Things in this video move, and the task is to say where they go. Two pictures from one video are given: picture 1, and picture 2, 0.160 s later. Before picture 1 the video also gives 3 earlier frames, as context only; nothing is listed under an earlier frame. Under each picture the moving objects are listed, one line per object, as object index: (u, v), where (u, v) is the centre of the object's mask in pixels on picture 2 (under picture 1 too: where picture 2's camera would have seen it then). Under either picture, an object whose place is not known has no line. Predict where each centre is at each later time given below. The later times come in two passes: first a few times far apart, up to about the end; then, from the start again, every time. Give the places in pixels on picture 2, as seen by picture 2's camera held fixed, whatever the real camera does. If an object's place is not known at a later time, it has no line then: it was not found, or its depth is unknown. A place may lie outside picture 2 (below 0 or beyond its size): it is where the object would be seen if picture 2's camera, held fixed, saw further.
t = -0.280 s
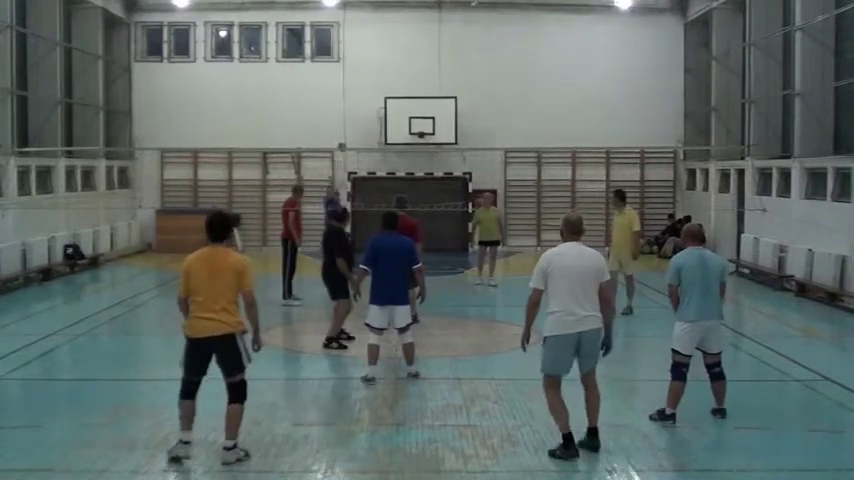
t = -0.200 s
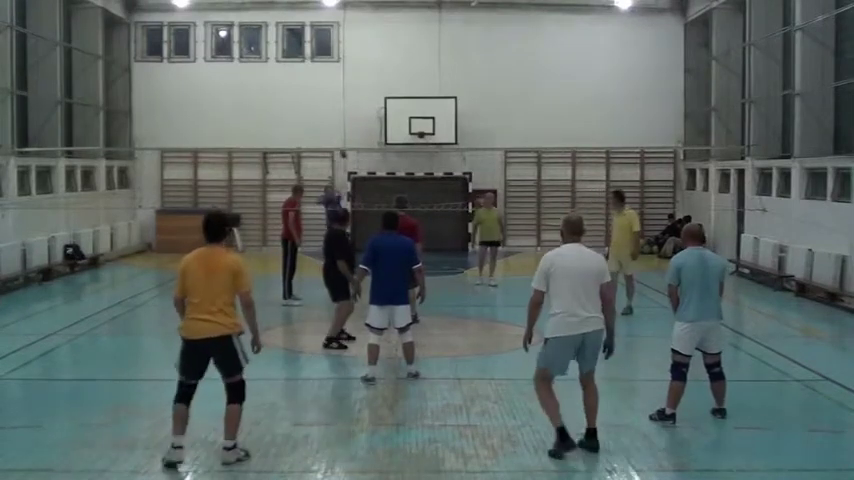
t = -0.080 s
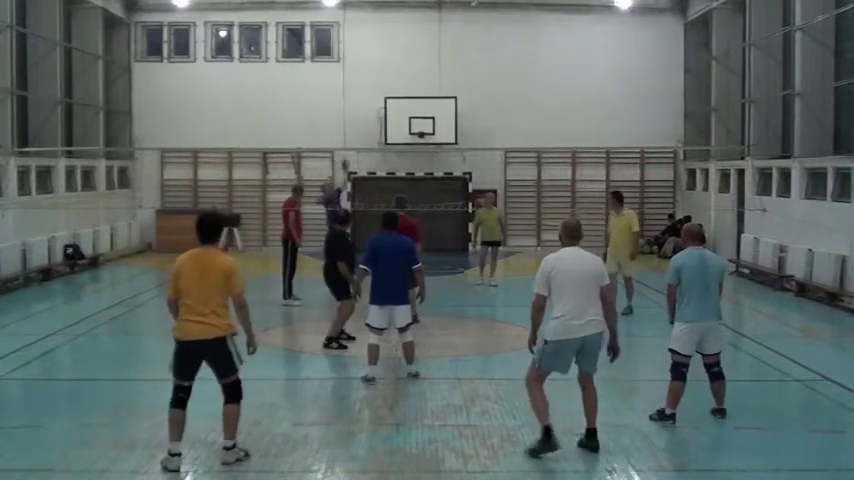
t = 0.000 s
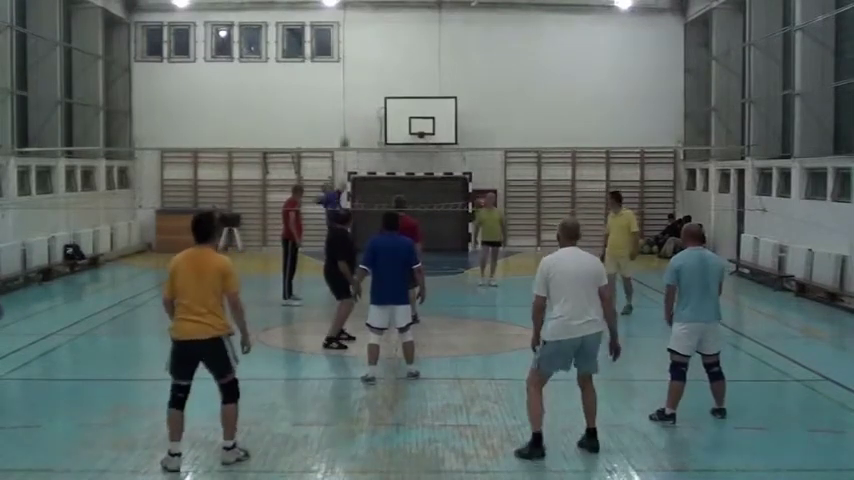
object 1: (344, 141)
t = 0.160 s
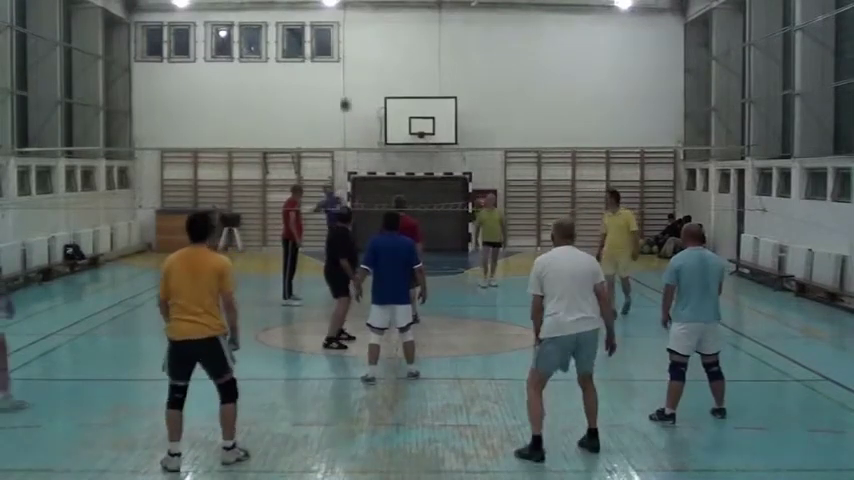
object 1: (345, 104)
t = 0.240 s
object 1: (345, 87)
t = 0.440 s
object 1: (349, 53)
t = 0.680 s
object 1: (361, 35)
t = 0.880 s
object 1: (372, 53)
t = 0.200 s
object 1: (345, 96)
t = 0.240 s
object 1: (345, 87)
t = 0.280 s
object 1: (346, 80)
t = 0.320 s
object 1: (347, 72)
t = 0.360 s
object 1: (347, 65)
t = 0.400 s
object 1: (348, 59)
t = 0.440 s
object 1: (349, 53)
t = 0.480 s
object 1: (350, 48)
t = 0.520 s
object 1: (351, 44)
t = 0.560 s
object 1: (353, 40)
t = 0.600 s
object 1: (356, 37)
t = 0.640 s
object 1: (358, 35)
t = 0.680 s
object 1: (361, 35)
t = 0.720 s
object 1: (364, 36)
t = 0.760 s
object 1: (366, 38)
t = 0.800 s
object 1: (369, 42)
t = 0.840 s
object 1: (371, 46)
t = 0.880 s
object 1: (372, 53)
